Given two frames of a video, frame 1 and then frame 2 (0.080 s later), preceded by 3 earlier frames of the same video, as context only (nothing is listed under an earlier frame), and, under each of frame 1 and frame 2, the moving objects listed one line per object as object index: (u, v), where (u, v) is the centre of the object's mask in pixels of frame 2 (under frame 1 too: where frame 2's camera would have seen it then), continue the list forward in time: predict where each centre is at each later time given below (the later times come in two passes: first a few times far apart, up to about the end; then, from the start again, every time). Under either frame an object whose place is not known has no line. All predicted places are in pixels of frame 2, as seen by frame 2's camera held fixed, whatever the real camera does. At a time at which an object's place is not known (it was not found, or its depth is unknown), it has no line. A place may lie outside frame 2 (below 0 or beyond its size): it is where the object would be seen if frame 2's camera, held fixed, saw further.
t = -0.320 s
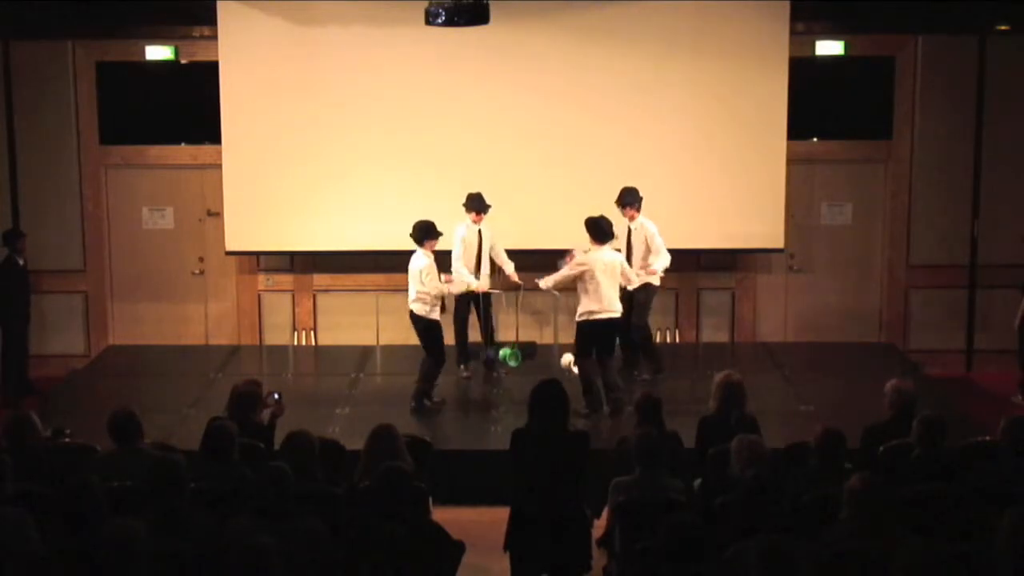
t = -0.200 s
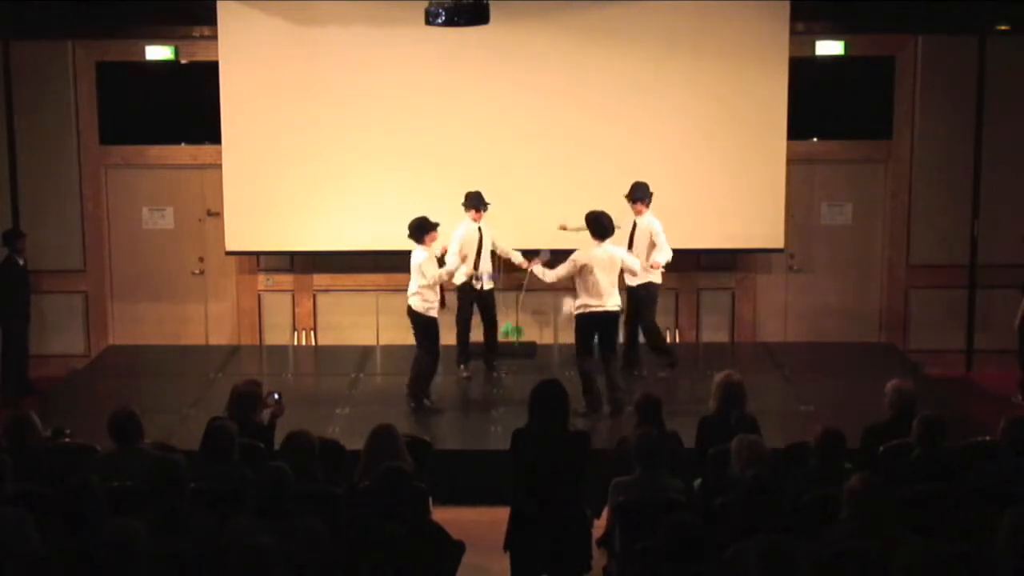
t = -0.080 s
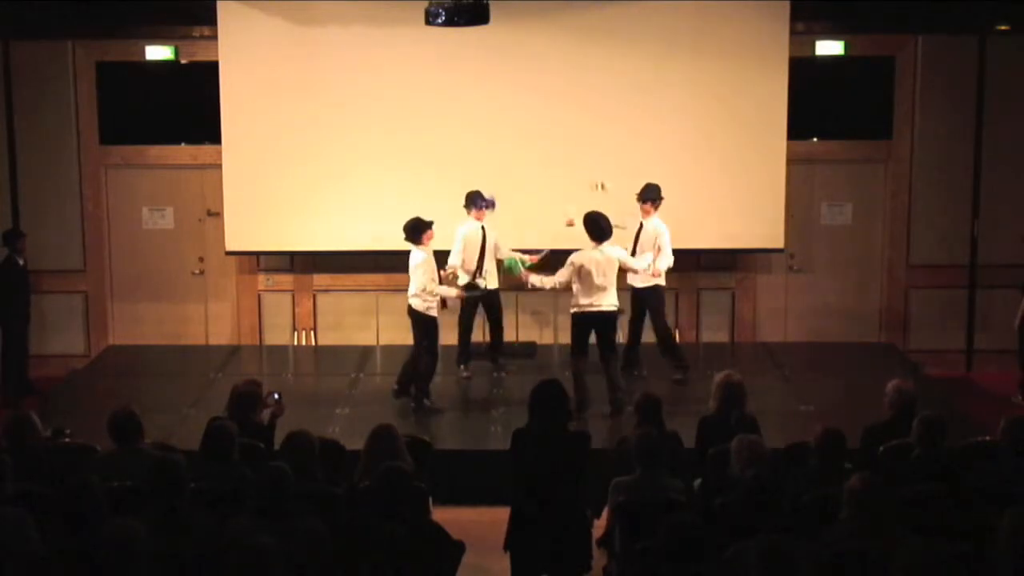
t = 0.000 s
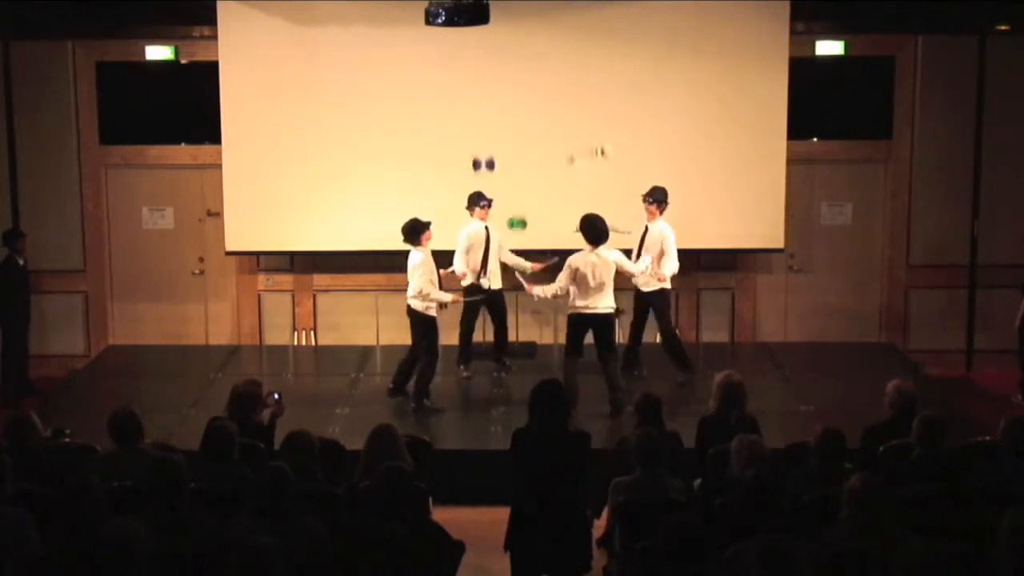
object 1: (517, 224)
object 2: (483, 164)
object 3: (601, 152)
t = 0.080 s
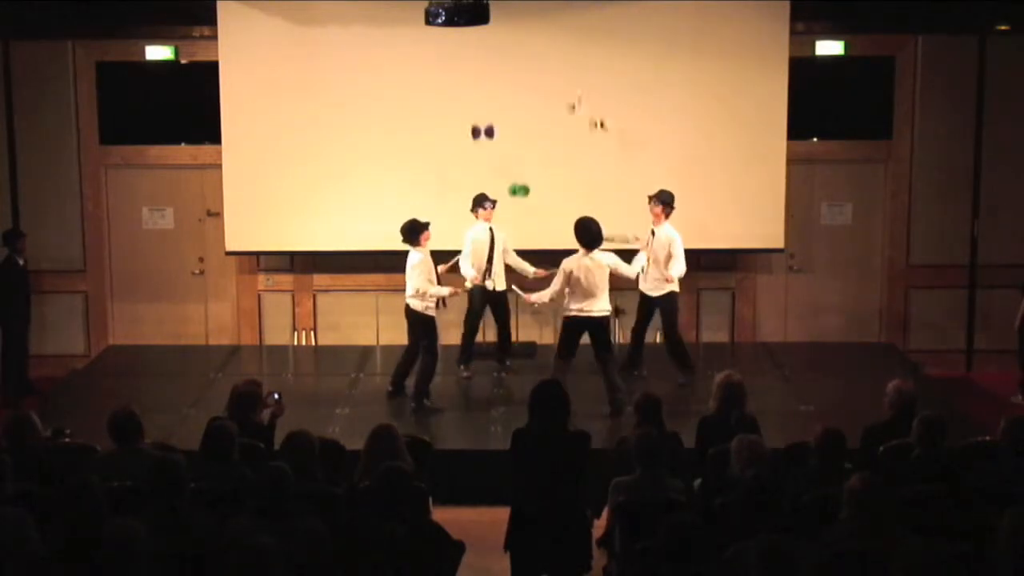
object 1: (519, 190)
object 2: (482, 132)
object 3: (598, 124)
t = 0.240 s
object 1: (523, 145)
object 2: (481, 90)
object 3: (599, 93)
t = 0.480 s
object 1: (529, 134)
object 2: (479, 88)
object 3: (597, 102)
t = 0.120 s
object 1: (520, 176)
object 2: (482, 119)
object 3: (598, 113)
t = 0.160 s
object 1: (521, 164)
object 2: (482, 107)
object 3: (599, 104)
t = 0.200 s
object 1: (522, 153)
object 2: (482, 98)
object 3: (599, 98)
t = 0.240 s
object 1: (523, 145)
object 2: (481, 90)
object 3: (599, 93)
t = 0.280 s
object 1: (524, 139)
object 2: (481, 85)
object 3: (598, 89)
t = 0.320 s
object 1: (525, 134)
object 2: (480, 82)
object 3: (598, 88)
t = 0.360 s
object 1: (526, 131)
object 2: (480, 80)
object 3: (597, 89)
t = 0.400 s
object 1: (527, 130)
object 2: (480, 81)
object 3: (597, 91)
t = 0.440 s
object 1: (528, 131)
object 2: (480, 83)
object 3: (597, 96)
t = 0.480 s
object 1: (529, 134)
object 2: (479, 88)
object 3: (597, 102)
